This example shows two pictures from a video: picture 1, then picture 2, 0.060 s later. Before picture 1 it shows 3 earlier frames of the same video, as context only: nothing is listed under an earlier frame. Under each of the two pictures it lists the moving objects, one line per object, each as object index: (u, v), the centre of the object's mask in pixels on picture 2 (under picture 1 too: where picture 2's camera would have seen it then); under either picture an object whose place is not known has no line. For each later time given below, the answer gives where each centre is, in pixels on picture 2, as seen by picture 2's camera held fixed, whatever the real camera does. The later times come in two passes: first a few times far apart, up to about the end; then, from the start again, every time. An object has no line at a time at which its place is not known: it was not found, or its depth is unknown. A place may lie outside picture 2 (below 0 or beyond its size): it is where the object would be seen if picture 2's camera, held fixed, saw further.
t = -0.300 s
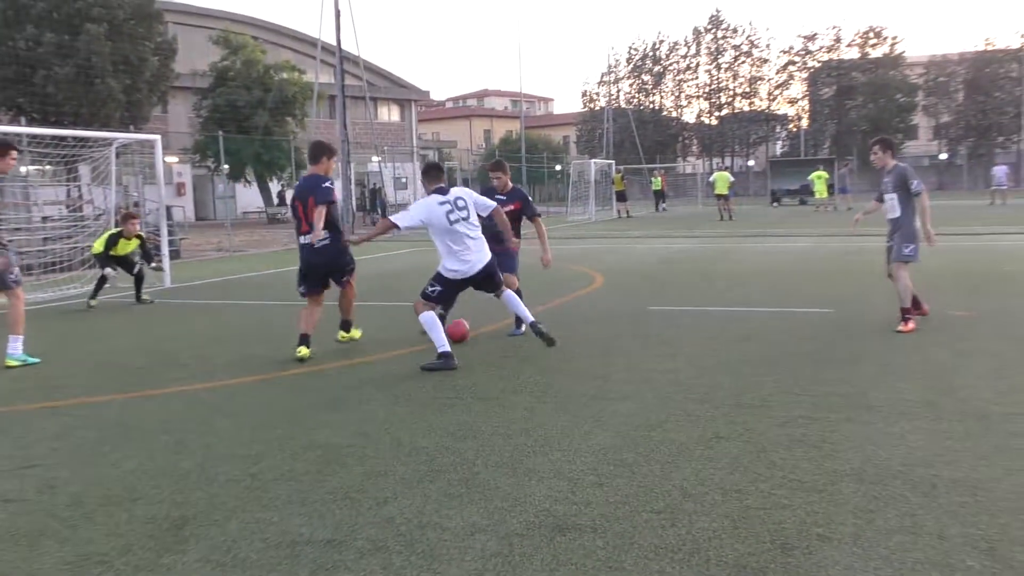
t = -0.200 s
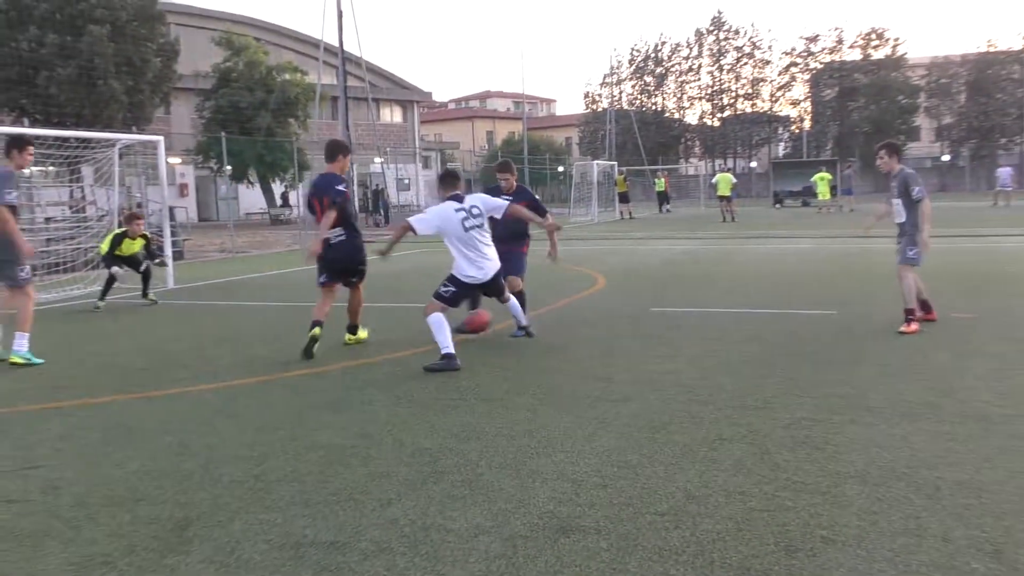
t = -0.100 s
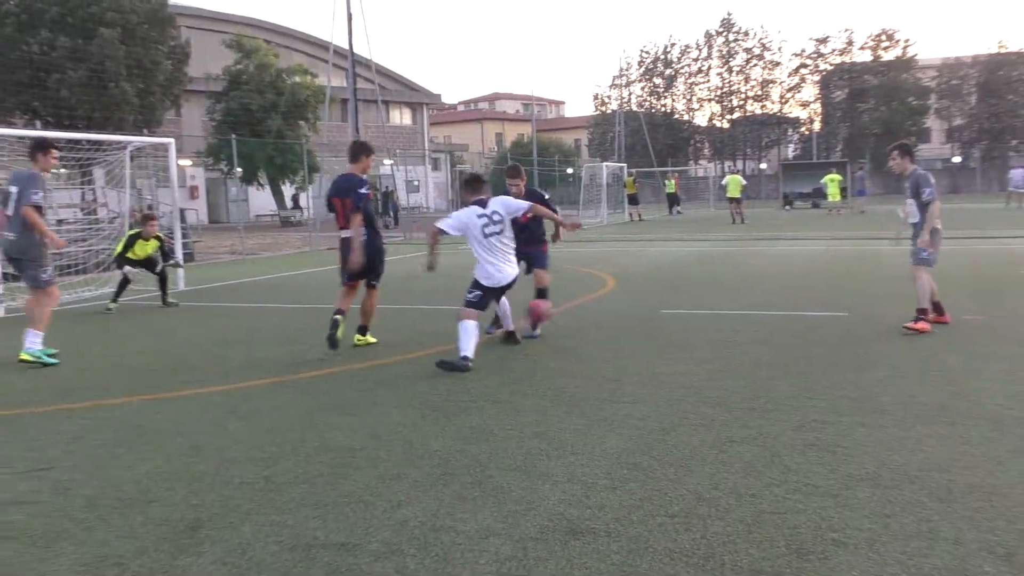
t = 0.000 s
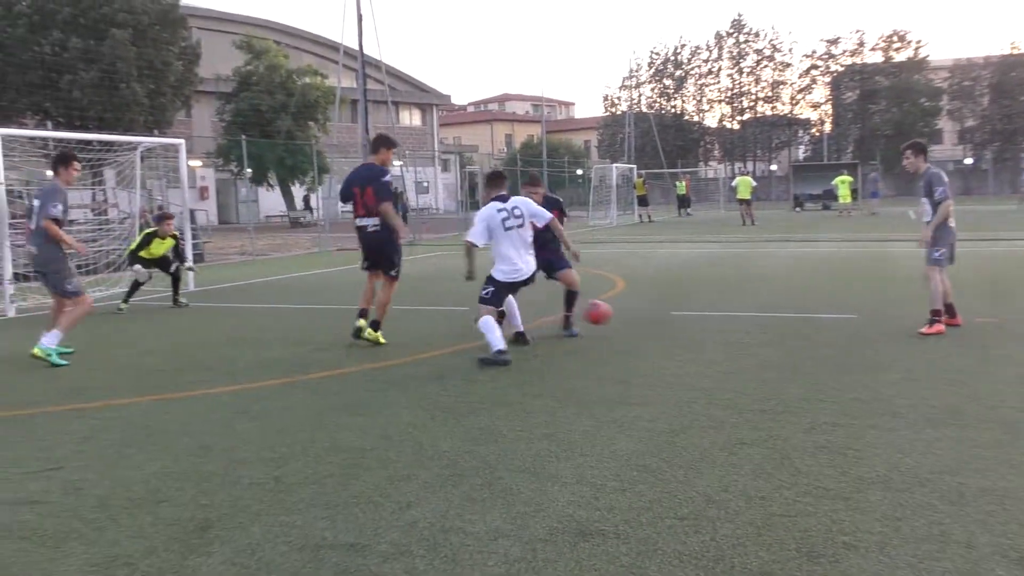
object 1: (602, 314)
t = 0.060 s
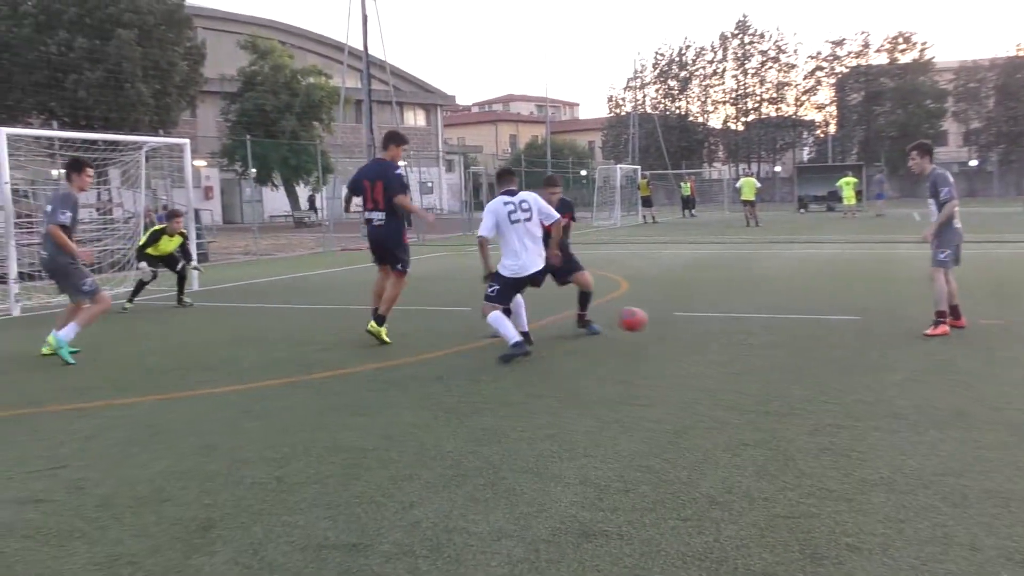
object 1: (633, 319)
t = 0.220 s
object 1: (705, 331)
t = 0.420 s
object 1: (776, 336)
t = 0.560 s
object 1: (827, 337)
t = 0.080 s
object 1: (643, 323)
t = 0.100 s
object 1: (655, 326)
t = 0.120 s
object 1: (665, 329)
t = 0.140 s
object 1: (676, 335)
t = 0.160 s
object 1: (685, 336)
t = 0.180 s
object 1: (692, 334)
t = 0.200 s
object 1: (698, 333)
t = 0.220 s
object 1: (705, 331)
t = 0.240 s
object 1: (712, 330)
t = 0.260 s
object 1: (720, 329)
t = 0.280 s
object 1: (726, 329)
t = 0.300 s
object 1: (733, 329)
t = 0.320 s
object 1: (740, 330)
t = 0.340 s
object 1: (747, 331)
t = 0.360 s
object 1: (754, 332)
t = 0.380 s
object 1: (761, 336)
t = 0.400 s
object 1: (769, 338)
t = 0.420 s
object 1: (776, 336)
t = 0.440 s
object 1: (783, 336)
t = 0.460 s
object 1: (790, 336)
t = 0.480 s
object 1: (798, 336)
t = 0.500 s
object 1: (805, 337)
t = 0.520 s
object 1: (812, 338)
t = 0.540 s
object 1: (819, 338)
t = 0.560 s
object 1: (827, 337)
